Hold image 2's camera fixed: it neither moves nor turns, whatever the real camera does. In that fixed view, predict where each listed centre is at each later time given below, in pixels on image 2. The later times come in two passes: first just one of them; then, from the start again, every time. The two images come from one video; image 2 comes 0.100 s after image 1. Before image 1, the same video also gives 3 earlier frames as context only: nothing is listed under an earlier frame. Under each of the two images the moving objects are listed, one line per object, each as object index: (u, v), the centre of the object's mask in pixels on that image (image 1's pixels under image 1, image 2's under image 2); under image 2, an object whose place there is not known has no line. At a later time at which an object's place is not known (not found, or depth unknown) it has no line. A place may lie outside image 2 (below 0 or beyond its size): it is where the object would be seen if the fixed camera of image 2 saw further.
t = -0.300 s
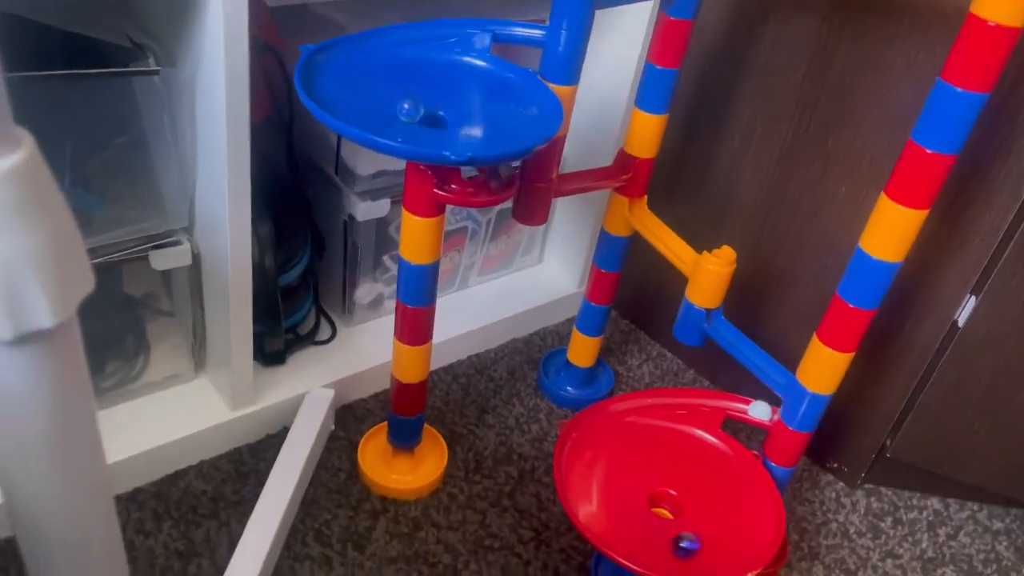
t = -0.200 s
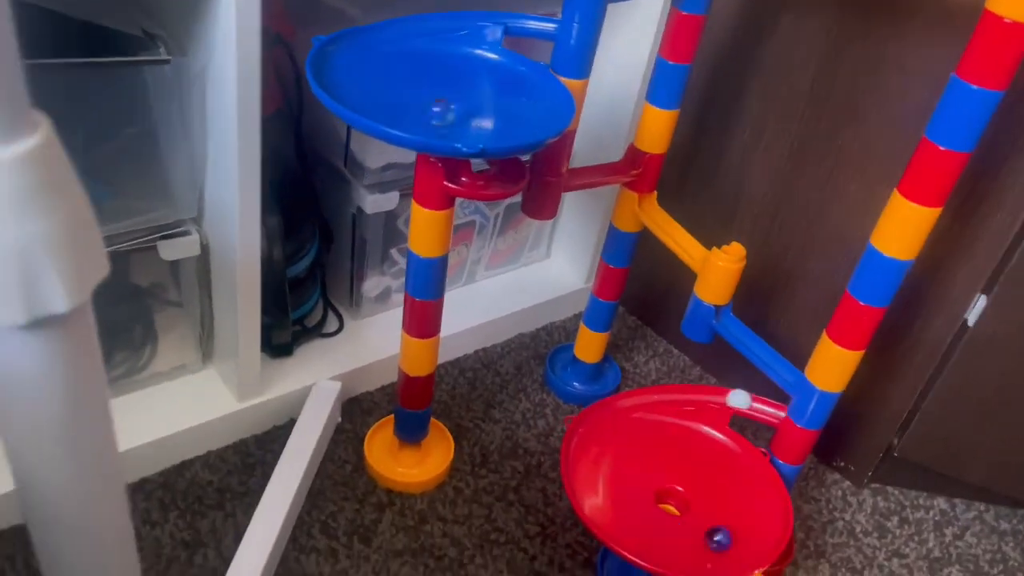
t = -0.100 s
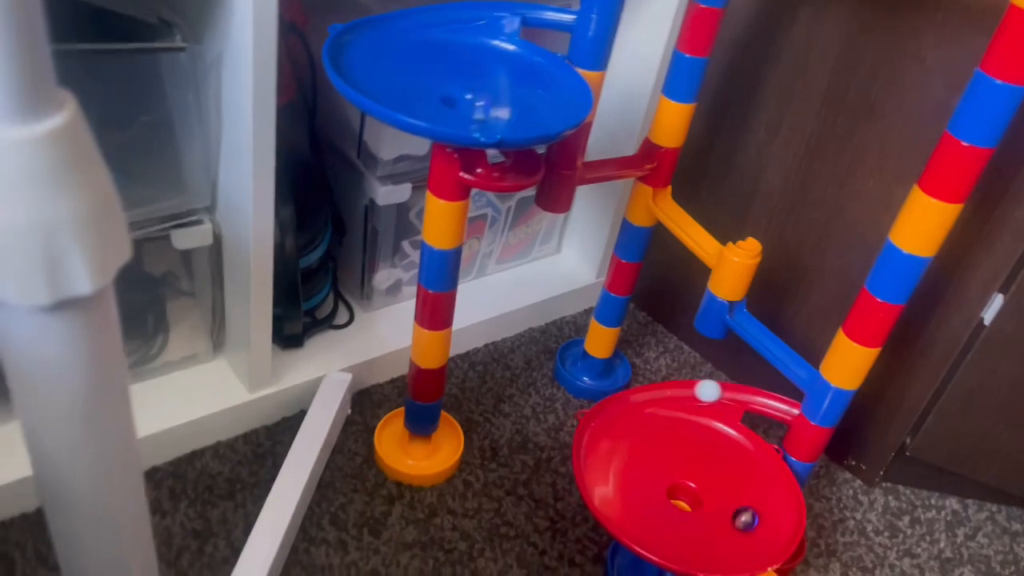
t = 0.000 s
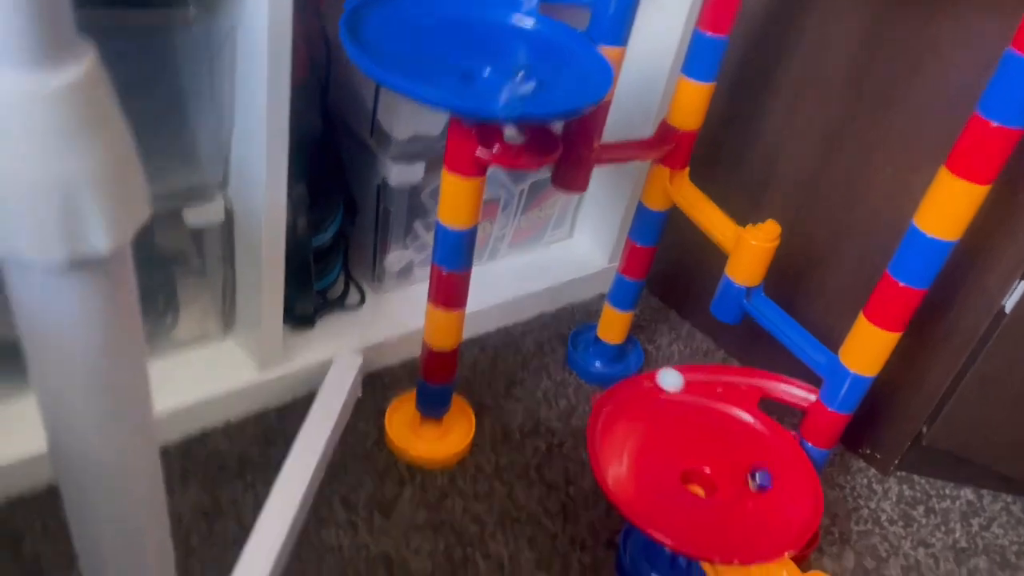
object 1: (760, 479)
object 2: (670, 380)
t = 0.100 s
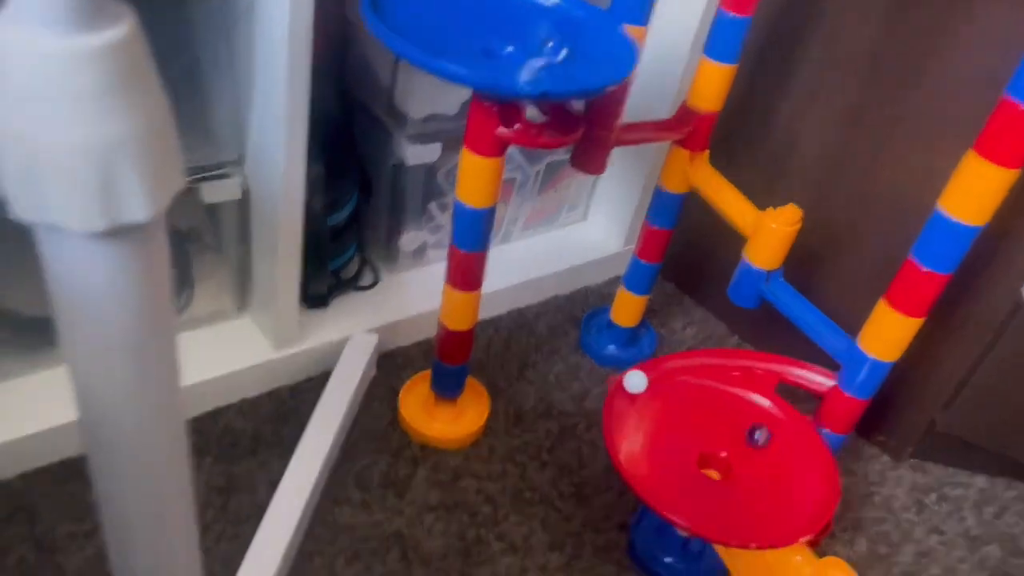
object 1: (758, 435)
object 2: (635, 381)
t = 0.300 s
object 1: (702, 399)
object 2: (643, 477)
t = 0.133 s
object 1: (750, 427)
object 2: (625, 393)
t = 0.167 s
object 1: (740, 419)
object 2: (619, 407)
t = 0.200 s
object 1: (732, 412)
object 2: (618, 424)
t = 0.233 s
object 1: (721, 406)
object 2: (622, 441)
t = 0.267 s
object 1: (712, 402)
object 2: (630, 460)
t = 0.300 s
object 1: (702, 399)
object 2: (643, 477)
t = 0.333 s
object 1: (694, 397)
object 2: (660, 493)
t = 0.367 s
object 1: (686, 396)
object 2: (680, 507)
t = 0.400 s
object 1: (679, 396)
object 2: (702, 518)
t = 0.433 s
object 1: (673, 398)
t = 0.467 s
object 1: (667, 401)
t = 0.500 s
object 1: (664, 406)
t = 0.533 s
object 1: (662, 412)
